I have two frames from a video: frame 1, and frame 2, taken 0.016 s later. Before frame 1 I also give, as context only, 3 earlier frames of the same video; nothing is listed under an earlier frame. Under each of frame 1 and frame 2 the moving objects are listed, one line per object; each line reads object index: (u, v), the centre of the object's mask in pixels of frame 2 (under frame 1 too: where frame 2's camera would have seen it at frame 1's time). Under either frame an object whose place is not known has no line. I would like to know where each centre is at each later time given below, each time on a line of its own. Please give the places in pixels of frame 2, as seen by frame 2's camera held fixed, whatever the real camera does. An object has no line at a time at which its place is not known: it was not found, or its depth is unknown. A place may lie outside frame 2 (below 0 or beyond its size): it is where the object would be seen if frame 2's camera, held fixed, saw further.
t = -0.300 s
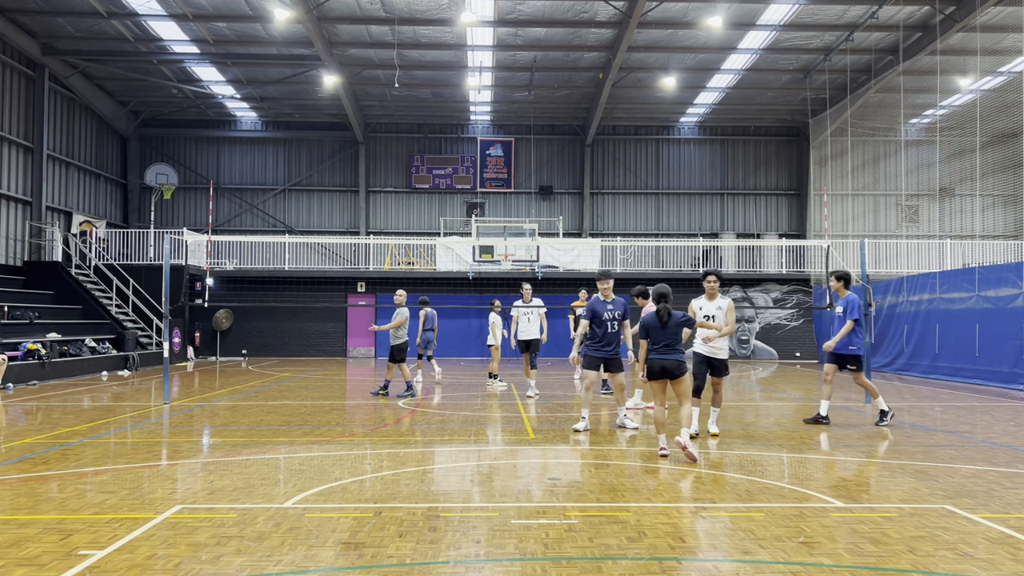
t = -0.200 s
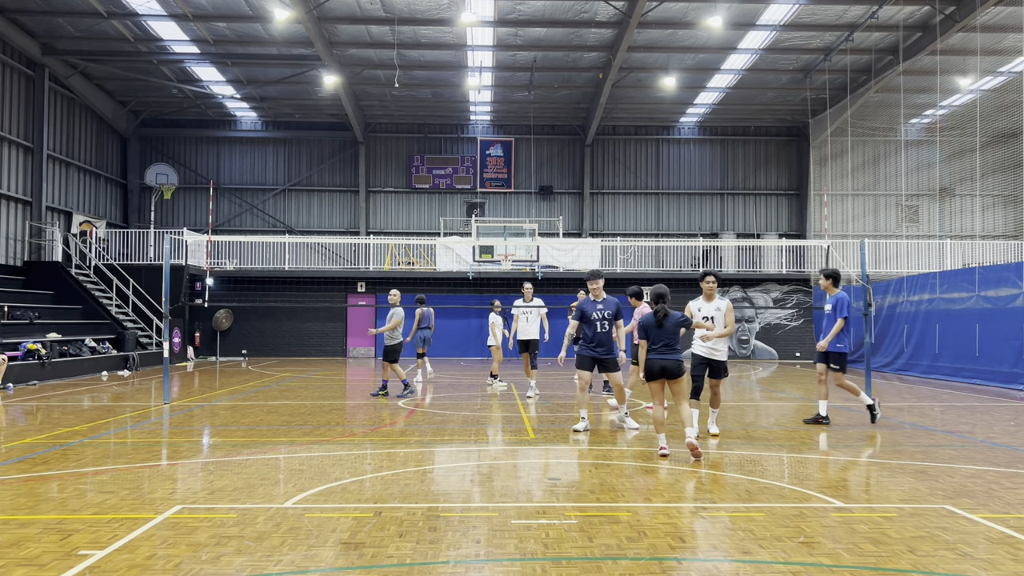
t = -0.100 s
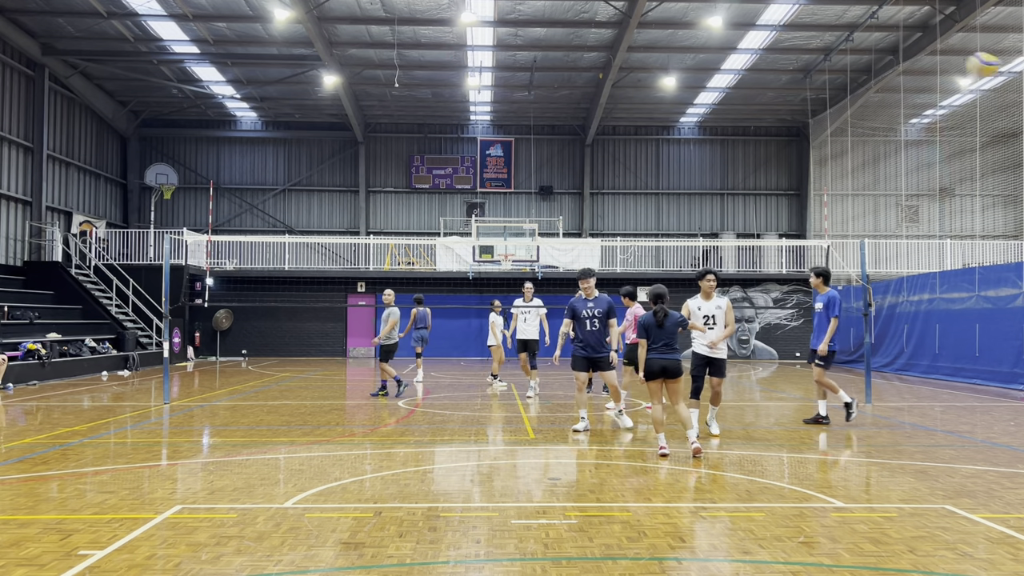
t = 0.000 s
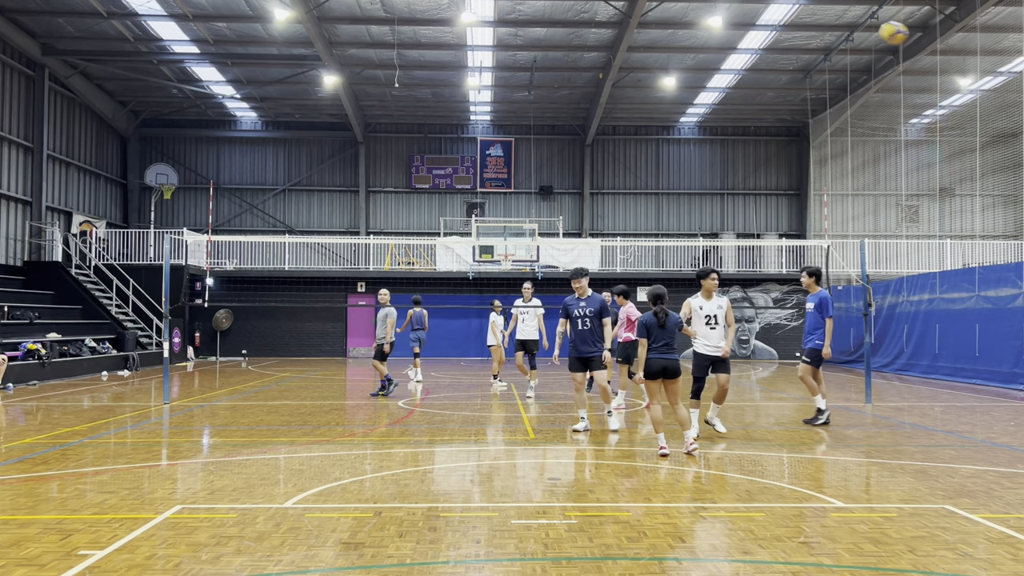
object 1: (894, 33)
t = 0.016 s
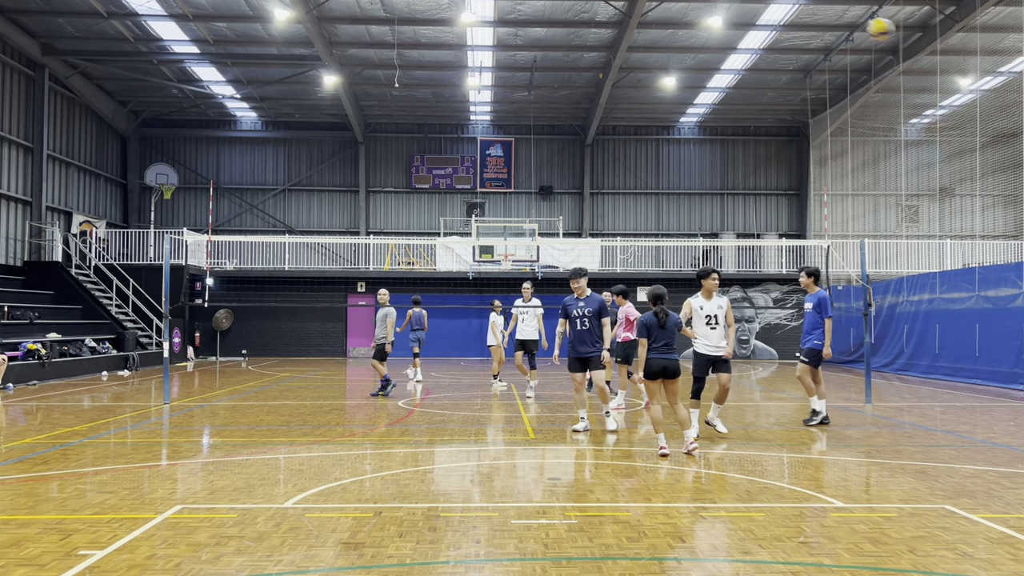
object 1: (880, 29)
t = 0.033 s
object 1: (868, 25)
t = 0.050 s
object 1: (855, 22)
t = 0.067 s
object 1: (845, 20)
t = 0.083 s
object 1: (833, 17)
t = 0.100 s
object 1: (823, 14)
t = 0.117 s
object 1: (814, 12)
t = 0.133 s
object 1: (804, 9)
